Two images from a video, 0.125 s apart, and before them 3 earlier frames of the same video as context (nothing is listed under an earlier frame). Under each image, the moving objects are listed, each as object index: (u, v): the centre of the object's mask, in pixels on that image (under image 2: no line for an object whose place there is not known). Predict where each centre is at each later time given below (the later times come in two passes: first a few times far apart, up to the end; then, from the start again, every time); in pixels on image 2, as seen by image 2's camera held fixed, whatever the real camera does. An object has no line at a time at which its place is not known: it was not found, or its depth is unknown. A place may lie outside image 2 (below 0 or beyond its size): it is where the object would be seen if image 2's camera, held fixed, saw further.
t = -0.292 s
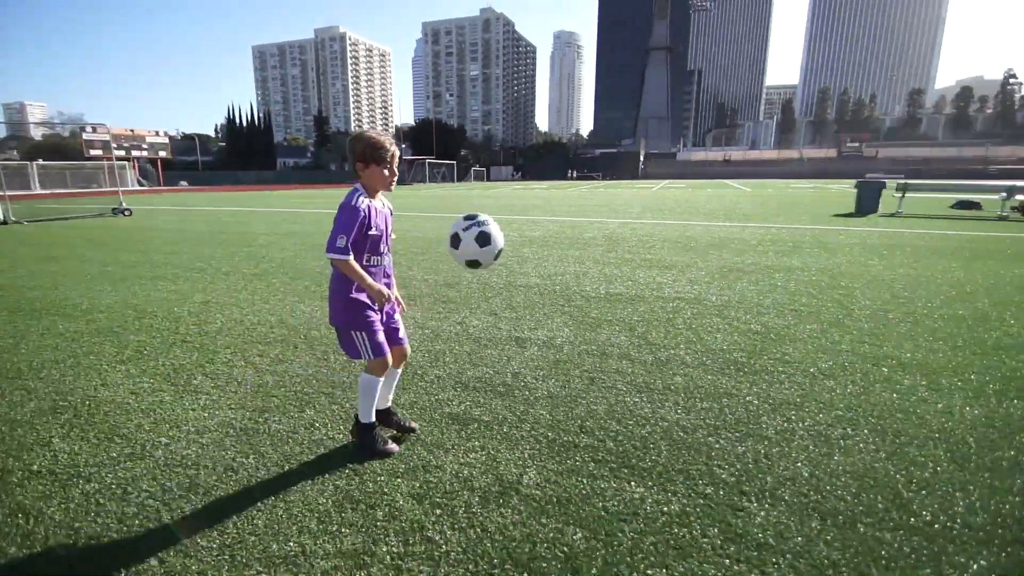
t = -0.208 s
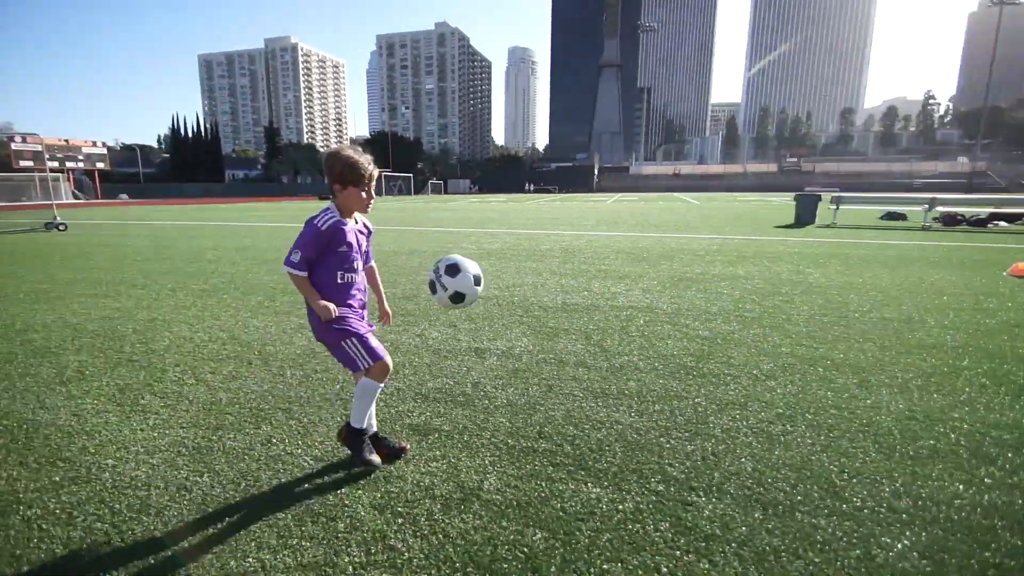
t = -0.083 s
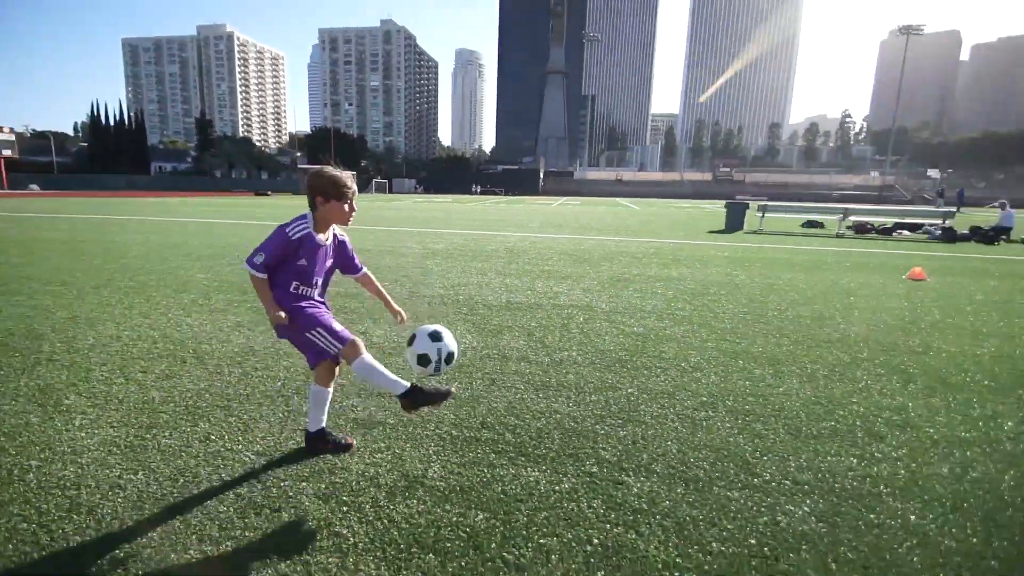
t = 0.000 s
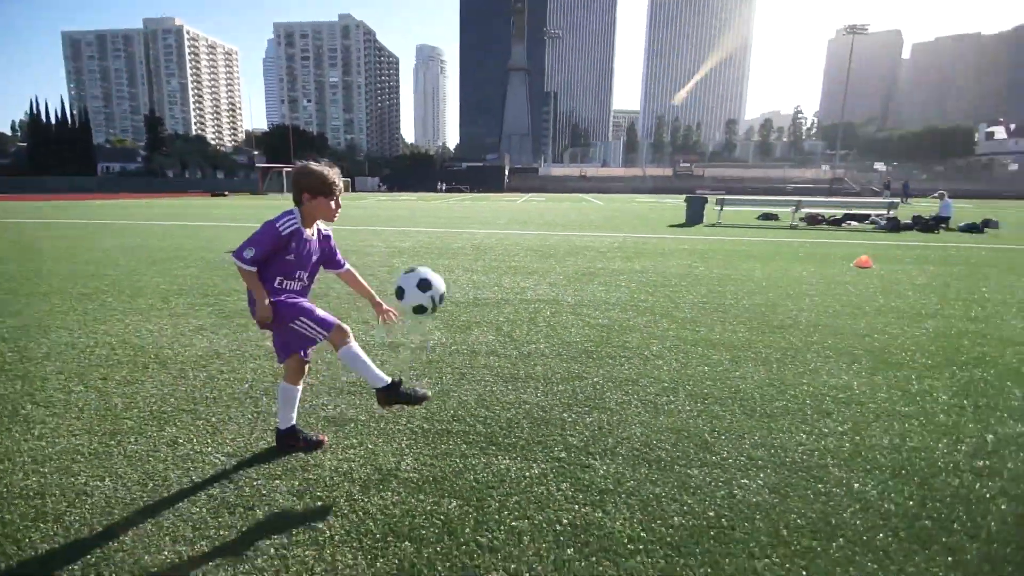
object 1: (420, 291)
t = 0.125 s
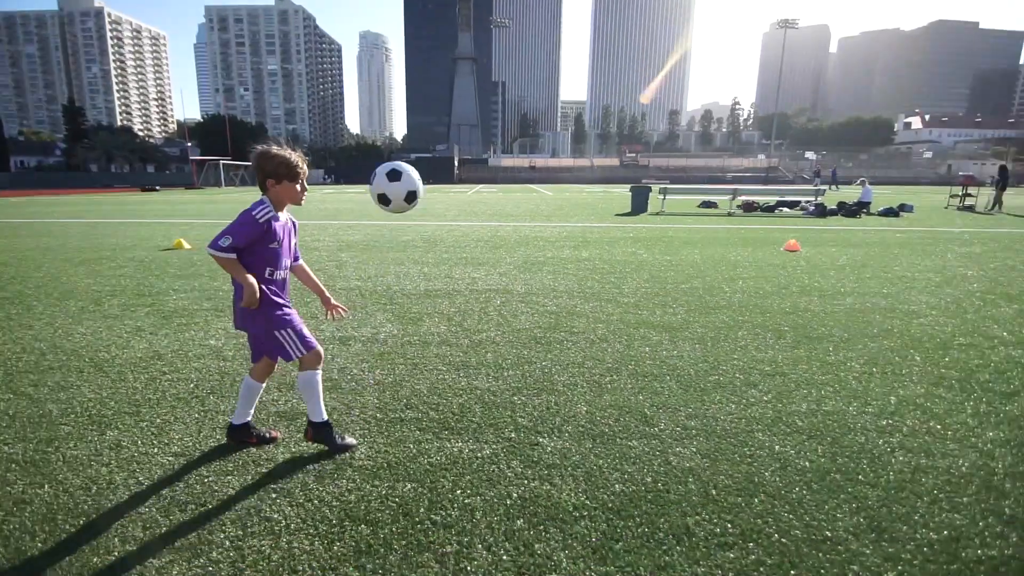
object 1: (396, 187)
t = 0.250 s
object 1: (420, 129)
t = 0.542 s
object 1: (476, 139)
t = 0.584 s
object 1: (482, 157)
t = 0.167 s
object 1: (404, 163)
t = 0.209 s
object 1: (412, 144)
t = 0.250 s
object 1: (420, 129)
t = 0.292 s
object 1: (428, 118)
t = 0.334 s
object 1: (436, 111)
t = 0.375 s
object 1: (443, 109)
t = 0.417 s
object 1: (451, 111)
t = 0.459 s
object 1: (458, 117)
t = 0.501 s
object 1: (464, 127)
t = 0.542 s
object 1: (476, 139)
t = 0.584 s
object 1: (482, 157)
